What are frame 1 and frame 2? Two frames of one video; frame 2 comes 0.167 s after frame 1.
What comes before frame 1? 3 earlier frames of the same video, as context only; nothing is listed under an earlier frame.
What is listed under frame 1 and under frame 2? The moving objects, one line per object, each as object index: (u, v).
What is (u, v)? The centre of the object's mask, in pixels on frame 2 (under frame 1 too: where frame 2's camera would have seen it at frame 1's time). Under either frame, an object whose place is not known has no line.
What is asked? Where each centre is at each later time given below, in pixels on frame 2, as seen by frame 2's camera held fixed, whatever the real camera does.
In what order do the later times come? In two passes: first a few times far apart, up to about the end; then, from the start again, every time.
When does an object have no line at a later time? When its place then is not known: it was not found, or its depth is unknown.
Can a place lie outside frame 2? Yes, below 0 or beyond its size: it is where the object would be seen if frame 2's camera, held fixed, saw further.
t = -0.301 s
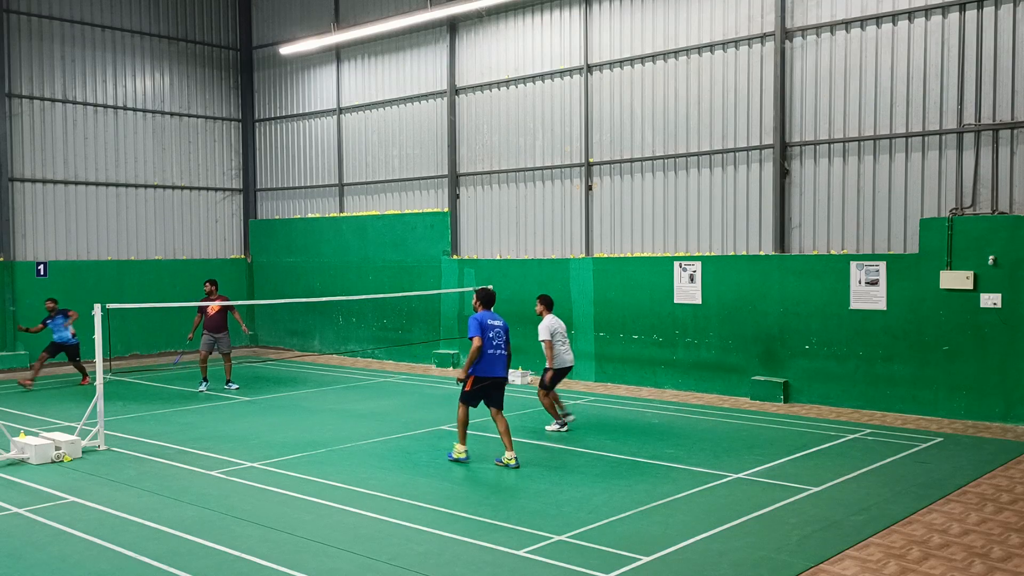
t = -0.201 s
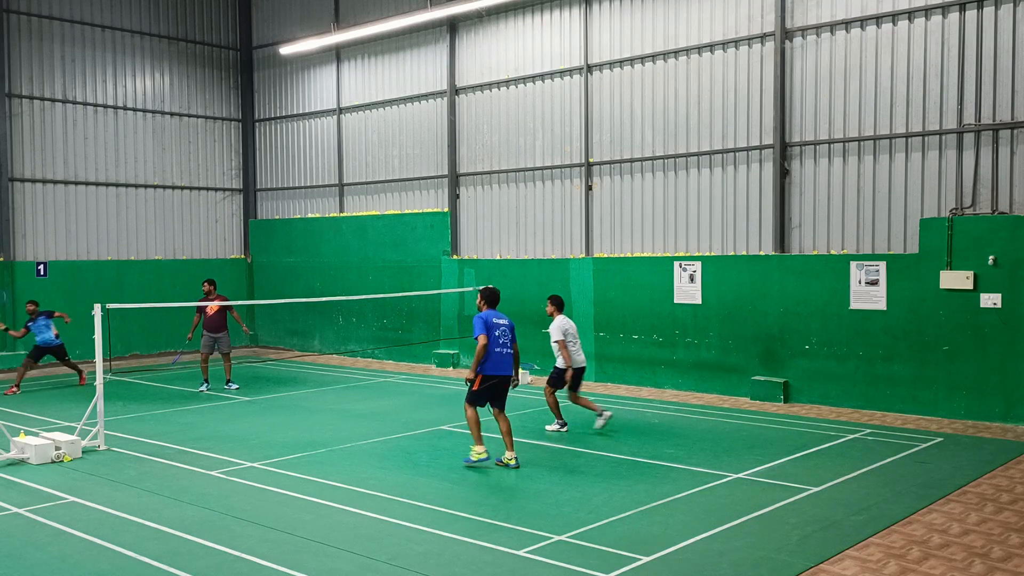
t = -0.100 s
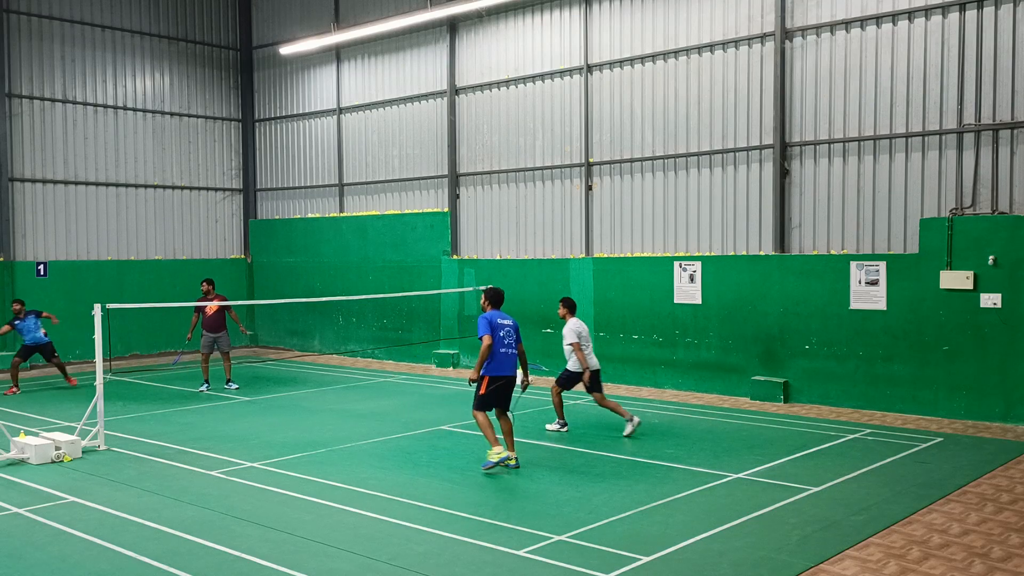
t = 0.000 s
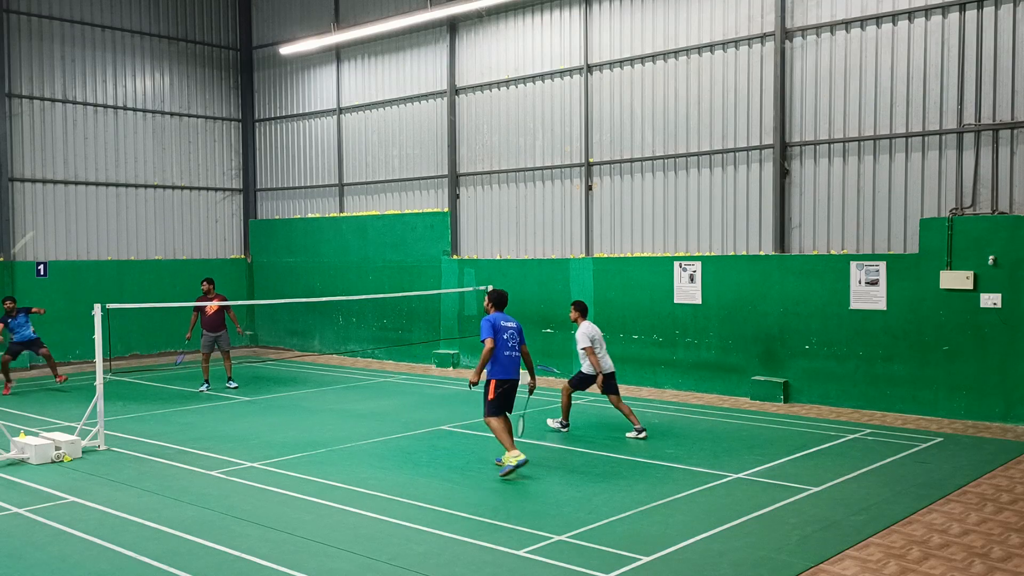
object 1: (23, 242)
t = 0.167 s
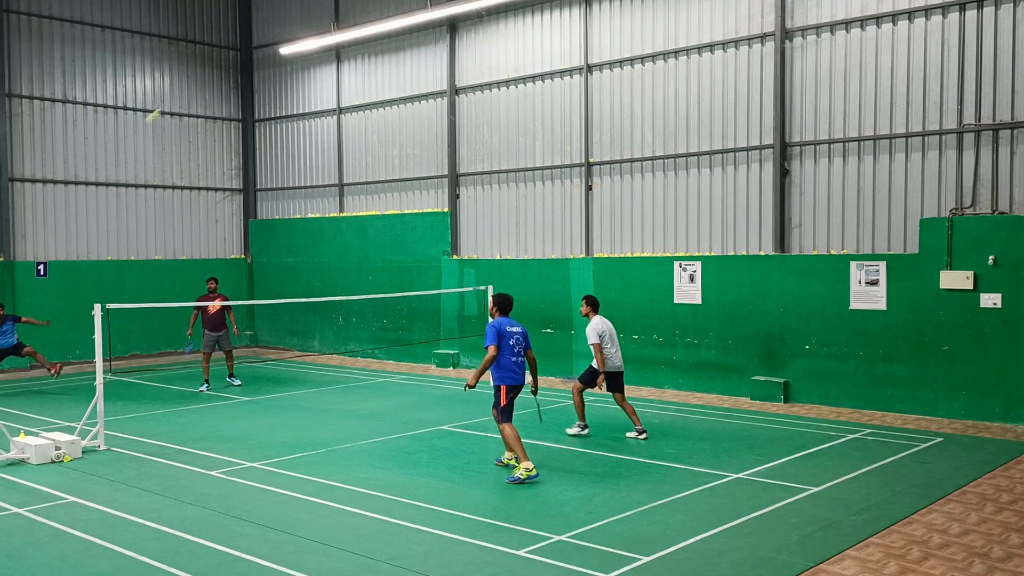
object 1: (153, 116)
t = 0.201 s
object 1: (173, 98)
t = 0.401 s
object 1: (276, 29)
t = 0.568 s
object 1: (346, 6)
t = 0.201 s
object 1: (173, 98)
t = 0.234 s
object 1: (193, 83)
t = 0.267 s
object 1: (211, 69)
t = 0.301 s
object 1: (230, 56)
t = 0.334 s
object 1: (244, 46)
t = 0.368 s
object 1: (260, 37)
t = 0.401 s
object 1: (276, 29)
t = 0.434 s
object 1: (290, 22)
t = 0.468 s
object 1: (305, 16)
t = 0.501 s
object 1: (319, 12)
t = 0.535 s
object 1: (333, 8)
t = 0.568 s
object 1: (346, 6)
